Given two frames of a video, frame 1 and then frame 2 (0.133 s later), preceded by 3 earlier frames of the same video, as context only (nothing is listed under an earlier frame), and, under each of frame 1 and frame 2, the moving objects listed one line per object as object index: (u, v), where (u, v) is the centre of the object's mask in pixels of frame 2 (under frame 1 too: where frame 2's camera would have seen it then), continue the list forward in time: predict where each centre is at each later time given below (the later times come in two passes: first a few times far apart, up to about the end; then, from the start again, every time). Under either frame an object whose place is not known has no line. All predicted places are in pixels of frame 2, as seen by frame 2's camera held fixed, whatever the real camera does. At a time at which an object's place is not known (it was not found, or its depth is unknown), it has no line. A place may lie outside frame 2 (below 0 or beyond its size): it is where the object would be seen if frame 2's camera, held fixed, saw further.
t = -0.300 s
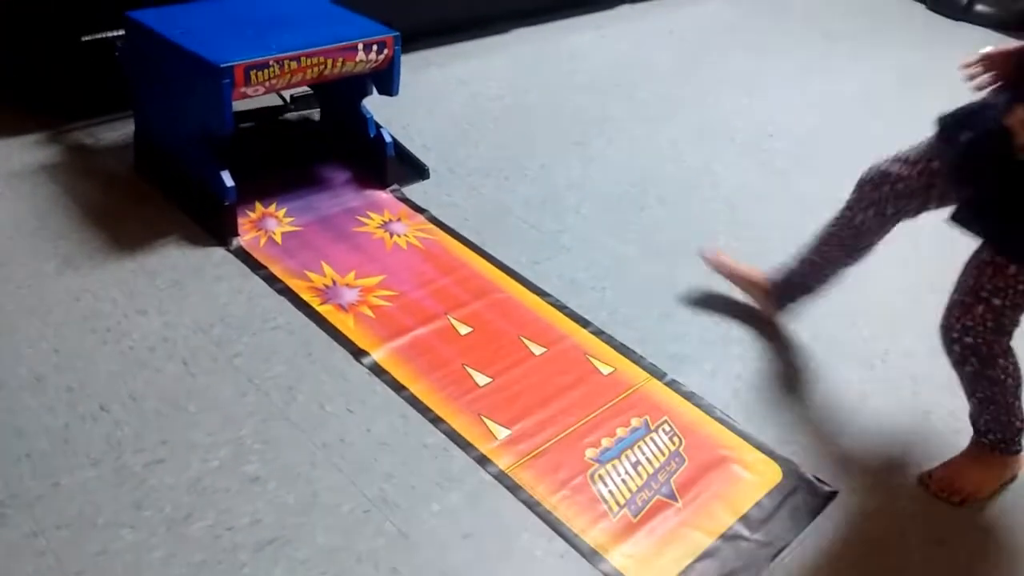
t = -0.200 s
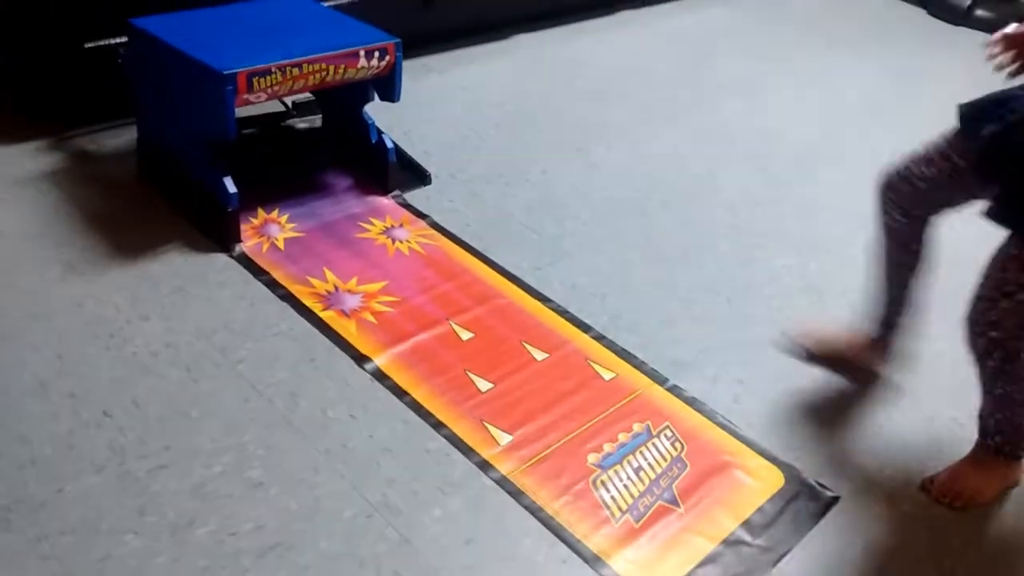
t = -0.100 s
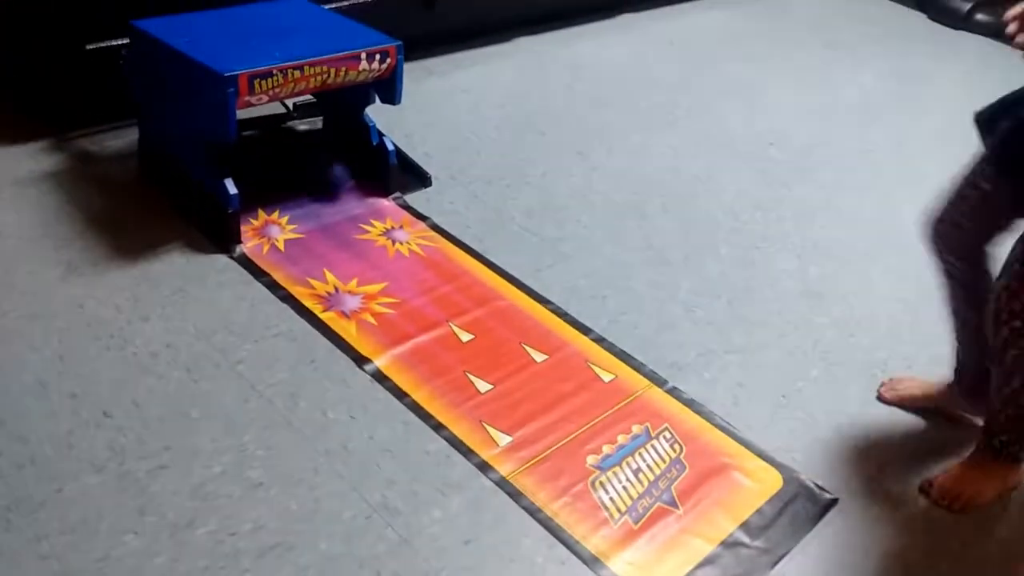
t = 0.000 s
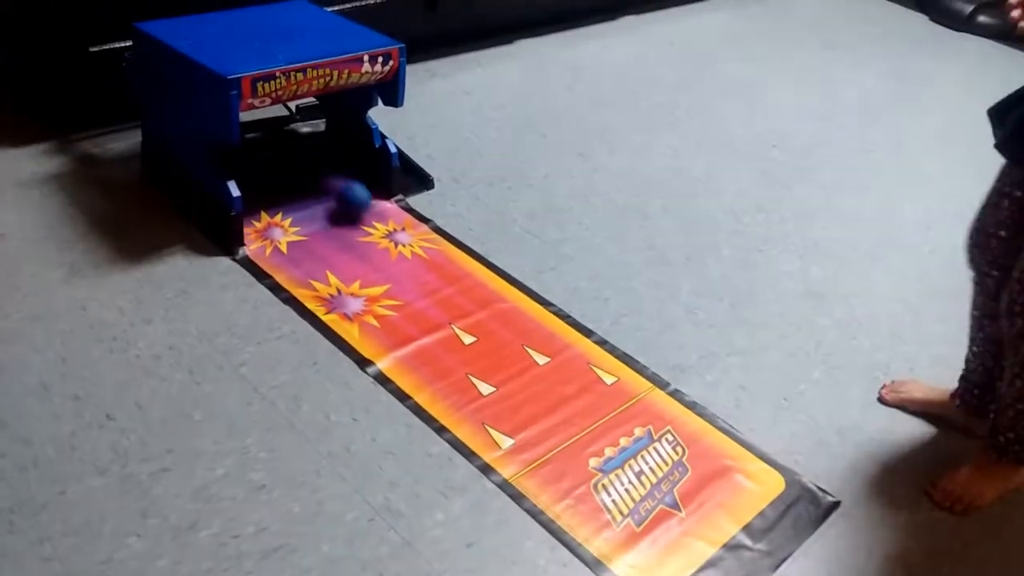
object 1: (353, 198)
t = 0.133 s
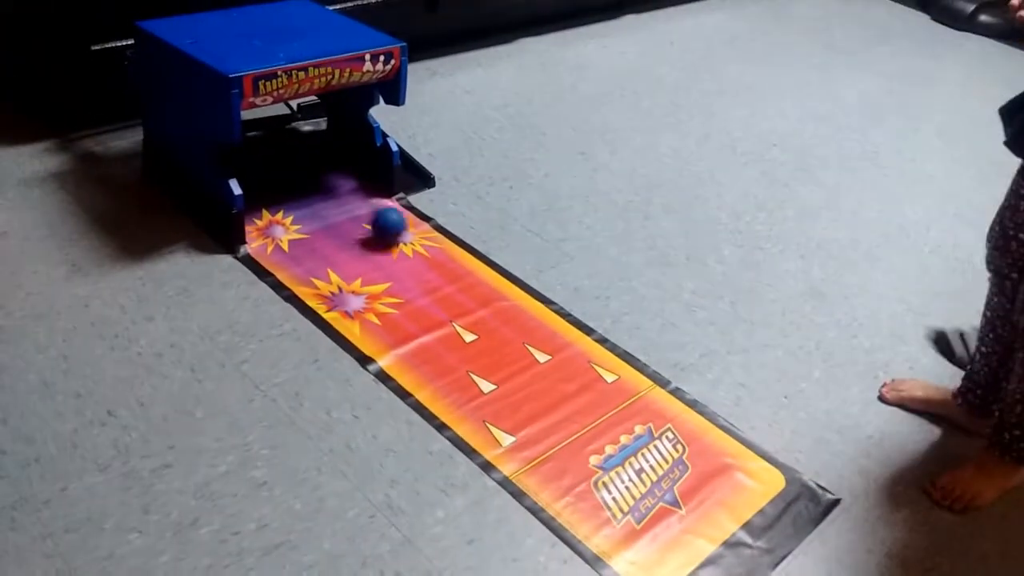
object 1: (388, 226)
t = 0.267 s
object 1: (424, 251)
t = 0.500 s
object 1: (491, 296)
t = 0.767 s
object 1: (577, 348)
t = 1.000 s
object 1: (660, 393)
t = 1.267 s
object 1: (763, 445)
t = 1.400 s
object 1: (818, 470)
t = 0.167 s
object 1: (397, 232)
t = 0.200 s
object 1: (404, 238)
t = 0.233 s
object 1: (414, 245)
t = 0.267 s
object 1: (424, 251)
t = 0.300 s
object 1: (433, 257)
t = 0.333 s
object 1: (443, 264)
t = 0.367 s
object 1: (452, 270)
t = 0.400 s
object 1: (461, 277)
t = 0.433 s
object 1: (471, 283)
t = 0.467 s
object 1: (481, 290)
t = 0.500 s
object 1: (491, 296)
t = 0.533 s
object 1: (501, 303)
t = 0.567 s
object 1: (511, 309)
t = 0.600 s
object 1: (522, 316)
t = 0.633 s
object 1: (532, 324)
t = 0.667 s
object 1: (543, 331)
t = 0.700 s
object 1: (554, 337)
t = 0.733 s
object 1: (565, 342)
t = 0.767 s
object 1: (577, 348)
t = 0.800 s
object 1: (588, 355)
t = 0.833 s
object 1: (600, 360)
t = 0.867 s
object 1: (611, 369)
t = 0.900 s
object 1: (623, 375)
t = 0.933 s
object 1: (637, 380)
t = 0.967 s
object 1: (648, 387)
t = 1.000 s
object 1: (660, 393)
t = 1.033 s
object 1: (673, 400)
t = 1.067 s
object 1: (685, 407)
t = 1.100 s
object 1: (698, 413)
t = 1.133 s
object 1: (710, 419)
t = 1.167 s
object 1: (723, 425)
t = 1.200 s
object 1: (736, 432)
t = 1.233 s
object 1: (750, 439)
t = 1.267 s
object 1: (763, 445)
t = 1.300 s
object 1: (777, 452)
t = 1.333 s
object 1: (791, 458)
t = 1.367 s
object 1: (803, 464)
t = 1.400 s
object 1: (818, 470)
